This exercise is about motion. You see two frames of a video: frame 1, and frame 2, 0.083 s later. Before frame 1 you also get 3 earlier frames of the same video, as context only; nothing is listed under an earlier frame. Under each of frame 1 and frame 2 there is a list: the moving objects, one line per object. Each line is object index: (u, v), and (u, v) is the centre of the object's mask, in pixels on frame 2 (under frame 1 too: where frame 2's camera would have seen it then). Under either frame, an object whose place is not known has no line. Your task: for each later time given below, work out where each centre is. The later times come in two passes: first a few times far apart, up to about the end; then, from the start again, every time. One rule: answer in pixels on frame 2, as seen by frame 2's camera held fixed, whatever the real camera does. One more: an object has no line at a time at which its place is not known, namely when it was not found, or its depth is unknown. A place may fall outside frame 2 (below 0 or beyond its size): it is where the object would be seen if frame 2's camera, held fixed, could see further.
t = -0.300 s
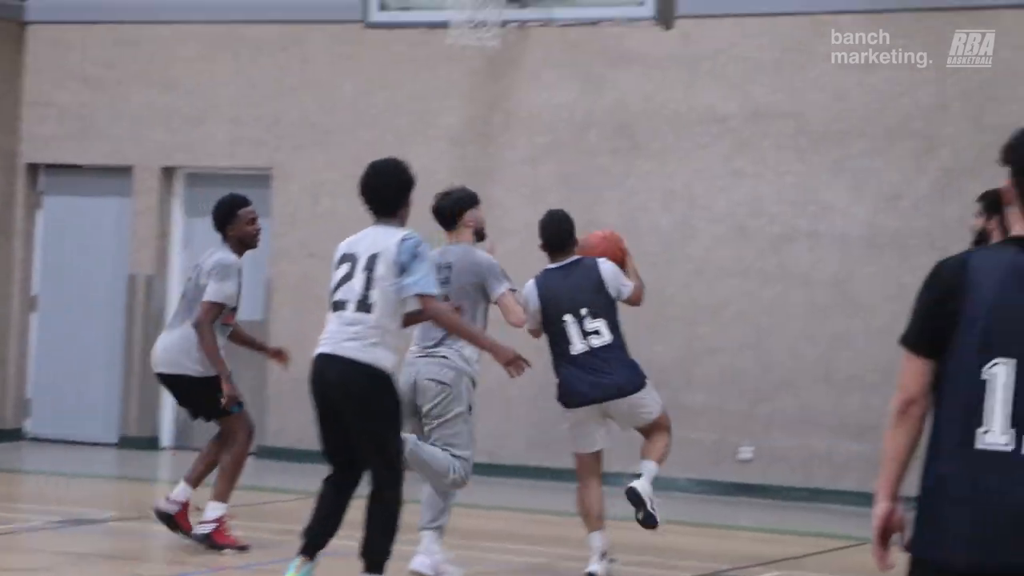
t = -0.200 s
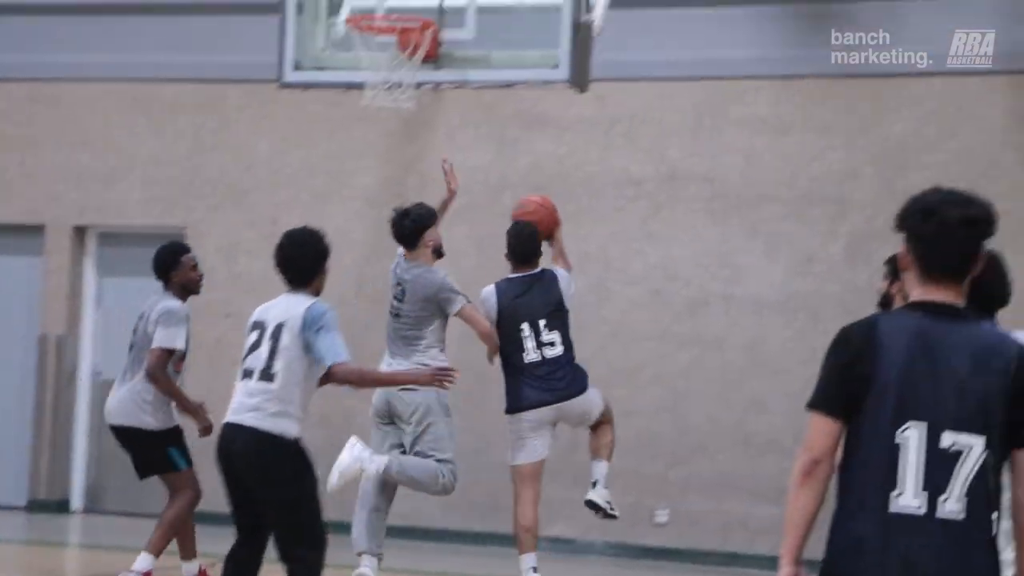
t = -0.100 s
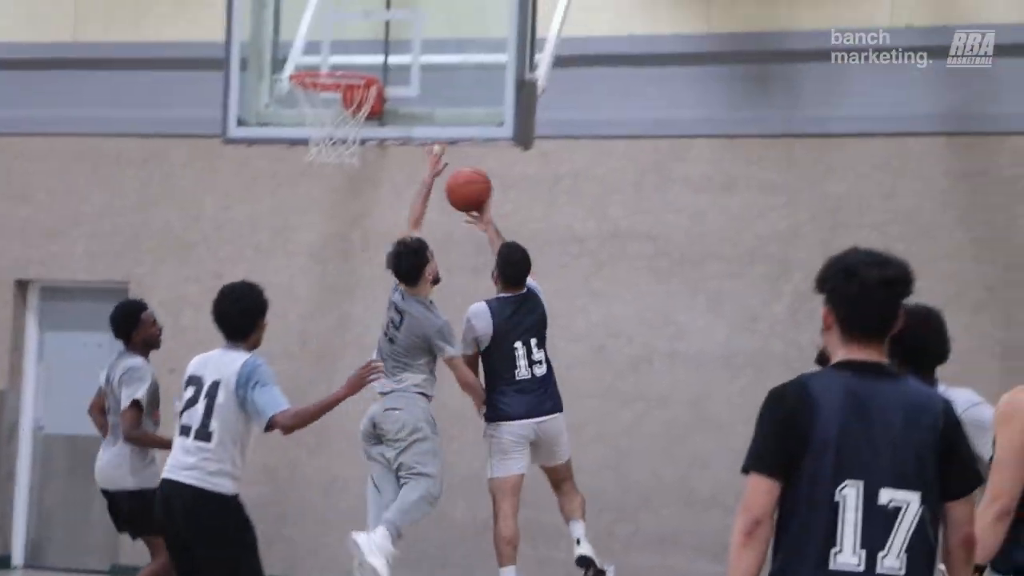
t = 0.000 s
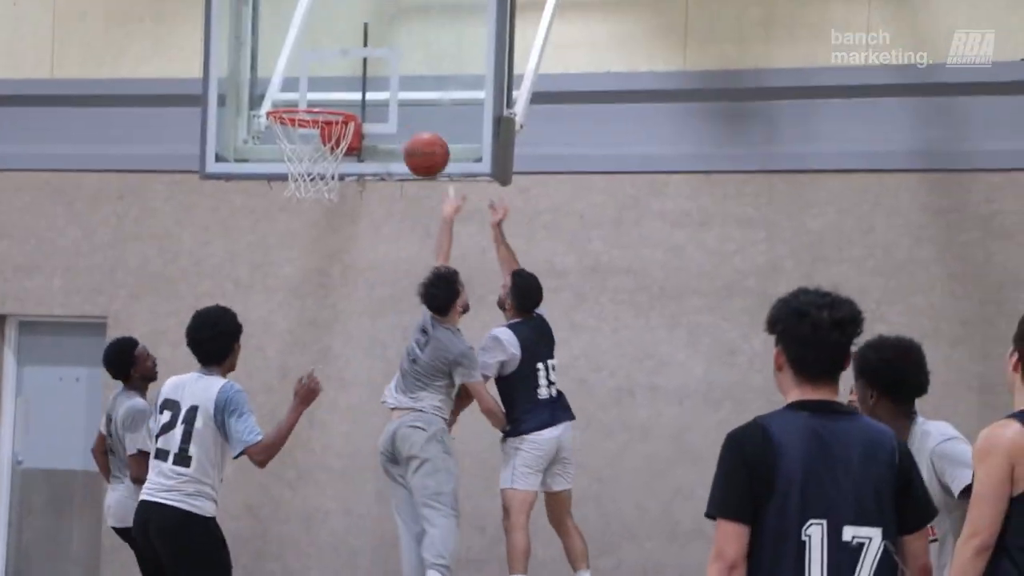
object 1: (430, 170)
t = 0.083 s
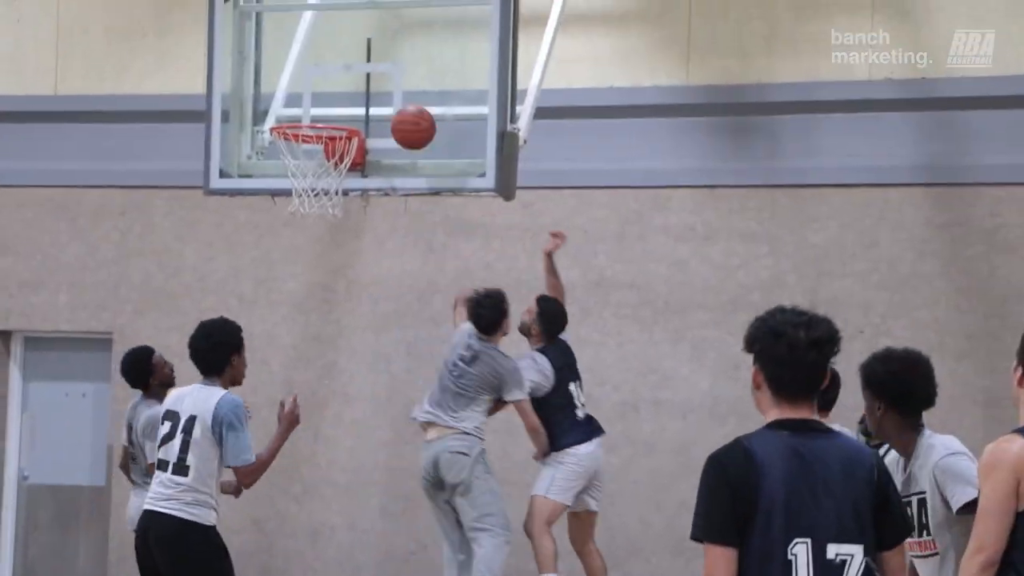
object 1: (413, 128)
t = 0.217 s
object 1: (386, 87)
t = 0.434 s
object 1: (324, 75)
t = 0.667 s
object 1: (304, 97)
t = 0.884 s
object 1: (342, 109)
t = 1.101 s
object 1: (305, 111)
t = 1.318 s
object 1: (318, 147)
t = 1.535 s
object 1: (324, 185)
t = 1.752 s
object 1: (321, 285)
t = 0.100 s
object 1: (409, 121)
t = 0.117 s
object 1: (406, 114)
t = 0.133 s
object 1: (403, 108)
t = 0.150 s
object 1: (399, 103)
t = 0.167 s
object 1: (396, 99)
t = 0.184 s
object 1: (392, 94)
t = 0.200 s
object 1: (389, 91)
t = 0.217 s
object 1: (386, 87)
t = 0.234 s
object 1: (382, 84)
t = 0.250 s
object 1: (377, 81)
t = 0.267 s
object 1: (373, 78)
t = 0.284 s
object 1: (368, 75)
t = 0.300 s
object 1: (363, 73)
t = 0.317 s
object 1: (358, 71)
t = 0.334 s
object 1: (353, 70)
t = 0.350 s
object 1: (348, 70)
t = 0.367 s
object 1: (344, 70)
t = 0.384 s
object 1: (339, 70)
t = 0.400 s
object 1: (334, 72)
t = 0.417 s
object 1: (329, 73)
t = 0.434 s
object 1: (324, 75)
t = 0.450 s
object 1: (319, 78)
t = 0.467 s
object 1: (314, 81)
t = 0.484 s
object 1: (309, 84)
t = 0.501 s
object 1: (304, 89)
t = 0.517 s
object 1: (299, 93)
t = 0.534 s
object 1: (294, 98)
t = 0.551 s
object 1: (288, 103)
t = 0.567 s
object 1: (283, 107)
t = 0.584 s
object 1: (285, 107)
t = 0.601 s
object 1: (289, 105)
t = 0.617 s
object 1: (292, 103)
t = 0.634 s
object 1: (296, 101)
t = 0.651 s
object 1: (300, 99)
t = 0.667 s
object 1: (304, 97)
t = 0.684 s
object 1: (308, 96)
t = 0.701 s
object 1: (311, 96)
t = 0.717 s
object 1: (315, 96)
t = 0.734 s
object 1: (319, 96)
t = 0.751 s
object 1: (323, 97)
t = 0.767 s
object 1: (326, 98)
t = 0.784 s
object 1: (330, 100)
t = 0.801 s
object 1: (334, 103)
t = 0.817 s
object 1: (337, 105)
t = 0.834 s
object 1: (341, 108)
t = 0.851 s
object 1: (345, 111)
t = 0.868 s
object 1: (345, 111)
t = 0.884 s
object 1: (342, 109)
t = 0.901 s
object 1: (339, 107)
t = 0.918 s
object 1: (336, 105)
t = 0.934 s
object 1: (333, 104)
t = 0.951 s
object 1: (331, 103)
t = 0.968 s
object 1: (328, 103)
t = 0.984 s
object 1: (325, 103)
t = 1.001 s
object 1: (322, 103)
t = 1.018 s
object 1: (320, 104)
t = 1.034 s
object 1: (317, 105)
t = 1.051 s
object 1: (314, 106)
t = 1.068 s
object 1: (311, 108)
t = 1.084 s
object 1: (308, 109)
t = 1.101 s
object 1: (305, 111)
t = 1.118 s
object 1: (303, 113)
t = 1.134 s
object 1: (303, 113)
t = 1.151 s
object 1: (304, 113)
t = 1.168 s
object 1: (306, 113)
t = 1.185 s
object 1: (307, 113)
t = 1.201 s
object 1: (309, 114)
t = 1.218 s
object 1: (310, 115)
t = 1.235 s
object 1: (313, 116)
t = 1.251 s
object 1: (314, 117)
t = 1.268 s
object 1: (316, 119)
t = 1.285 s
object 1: (318, 120)
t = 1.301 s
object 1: (320, 120)
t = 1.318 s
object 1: (318, 147)
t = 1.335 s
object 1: (318, 150)
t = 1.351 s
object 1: (323, 152)
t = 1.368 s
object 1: (324, 154)
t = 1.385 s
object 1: (322, 158)
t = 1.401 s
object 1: (323, 162)
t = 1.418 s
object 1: (322, 165)
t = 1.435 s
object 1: (323, 168)
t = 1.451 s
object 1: (323, 170)
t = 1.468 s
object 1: (323, 171)
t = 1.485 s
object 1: (324, 173)
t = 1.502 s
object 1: (324, 177)
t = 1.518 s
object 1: (325, 181)
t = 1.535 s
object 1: (324, 185)
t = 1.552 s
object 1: (324, 191)
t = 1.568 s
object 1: (325, 195)
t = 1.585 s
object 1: (324, 200)
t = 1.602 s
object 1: (324, 206)
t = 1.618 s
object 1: (324, 212)
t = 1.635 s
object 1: (324, 220)
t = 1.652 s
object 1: (323, 229)
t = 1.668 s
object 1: (323, 237)
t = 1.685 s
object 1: (323, 245)
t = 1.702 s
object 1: (323, 254)
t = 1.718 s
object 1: (322, 264)
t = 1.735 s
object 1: (322, 274)
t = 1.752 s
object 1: (321, 285)
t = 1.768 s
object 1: (323, 296)
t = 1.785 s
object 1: (325, 307)
